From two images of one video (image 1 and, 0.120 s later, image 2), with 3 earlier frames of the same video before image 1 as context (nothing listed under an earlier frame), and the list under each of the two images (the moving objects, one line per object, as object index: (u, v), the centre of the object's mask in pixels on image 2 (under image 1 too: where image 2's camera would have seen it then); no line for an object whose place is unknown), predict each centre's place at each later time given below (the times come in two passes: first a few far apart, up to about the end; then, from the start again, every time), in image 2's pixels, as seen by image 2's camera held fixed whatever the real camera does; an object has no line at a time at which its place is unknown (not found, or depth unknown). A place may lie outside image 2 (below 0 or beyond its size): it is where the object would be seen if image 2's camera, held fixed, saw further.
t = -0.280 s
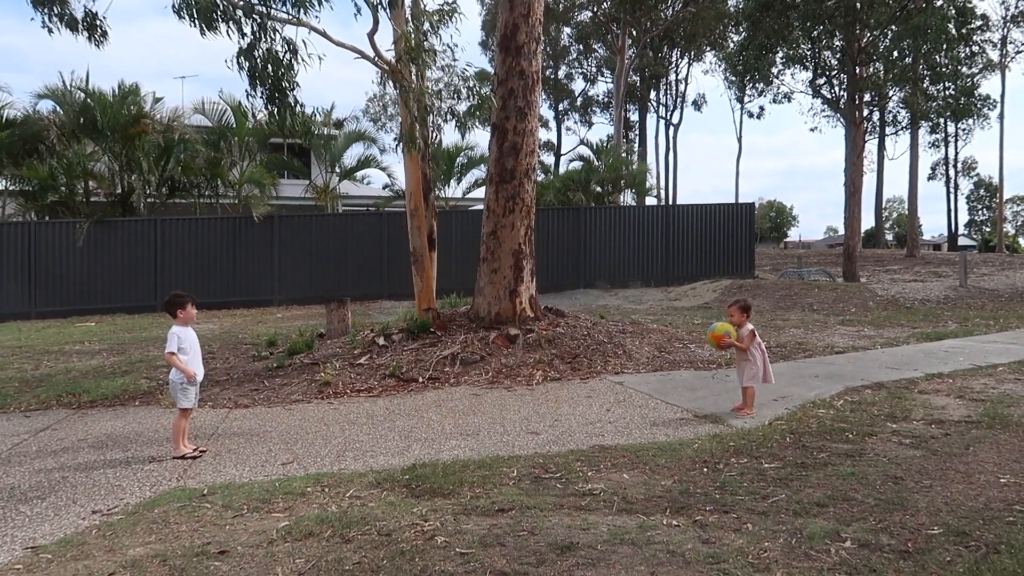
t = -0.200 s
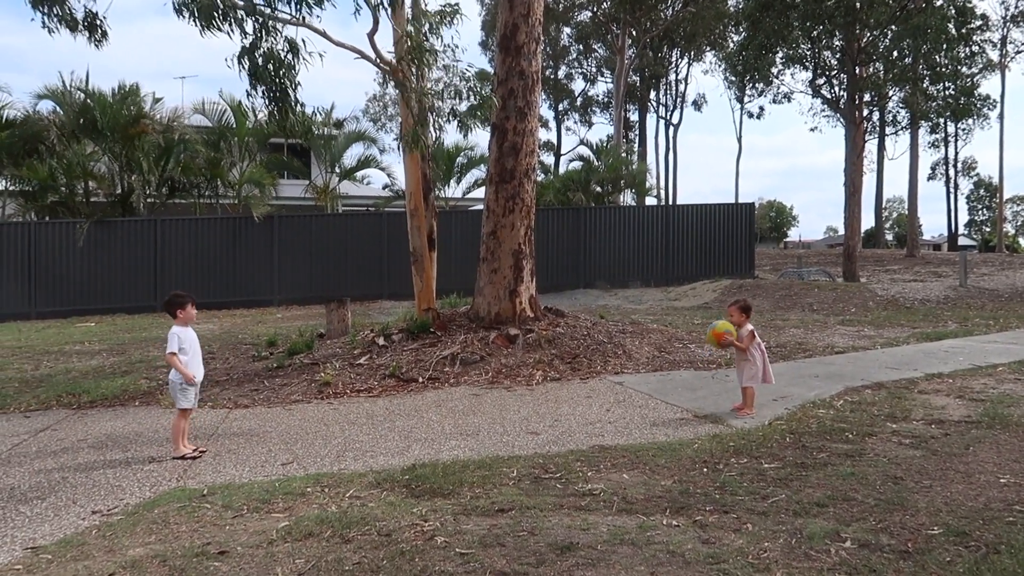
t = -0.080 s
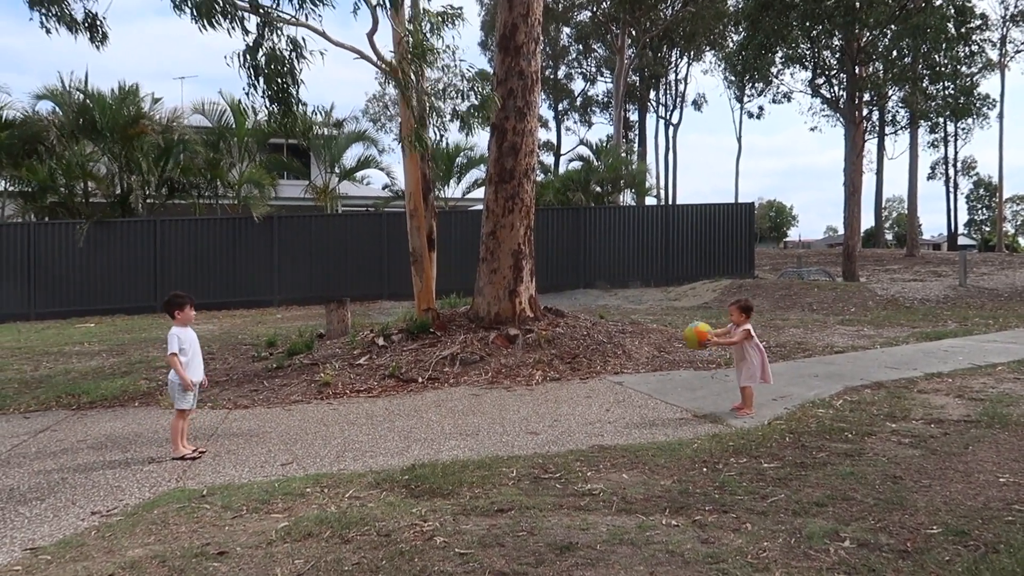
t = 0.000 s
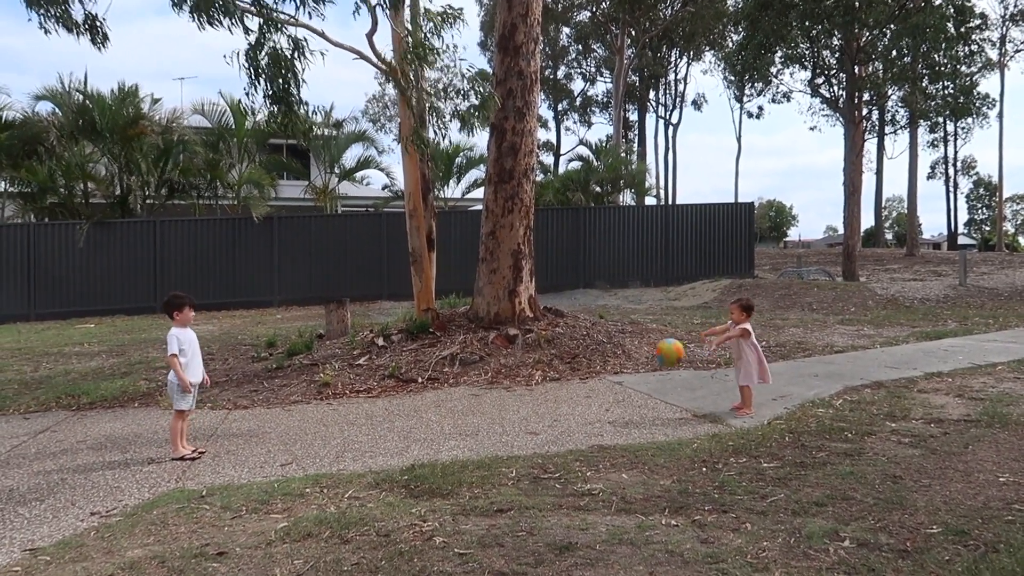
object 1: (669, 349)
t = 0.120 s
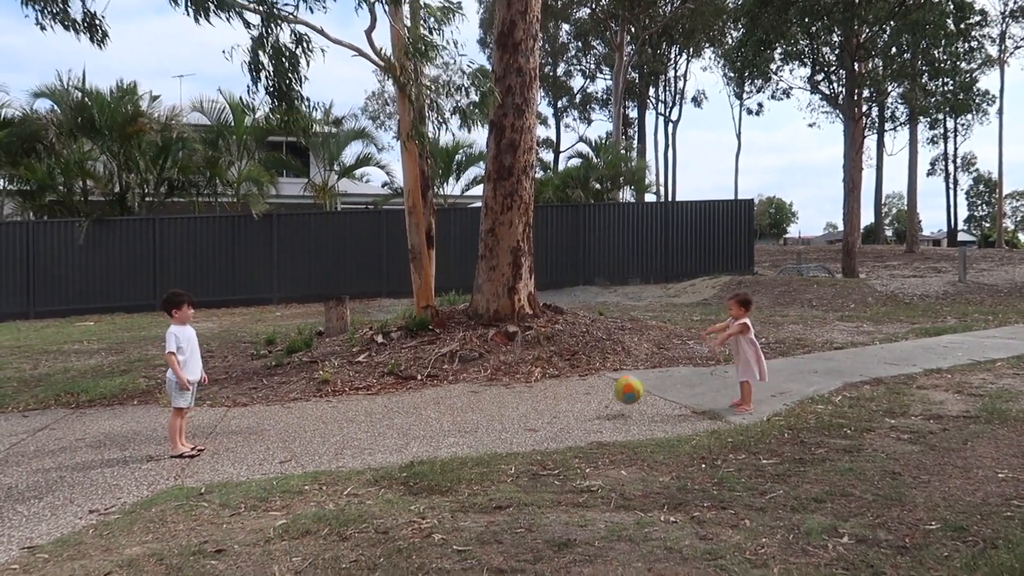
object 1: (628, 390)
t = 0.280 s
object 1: (593, 367)
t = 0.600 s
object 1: (535, 359)
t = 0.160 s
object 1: (618, 403)
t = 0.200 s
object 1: (609, 388)
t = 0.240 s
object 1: (601, 376)
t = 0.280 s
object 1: (593, 367)
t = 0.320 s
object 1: (586, 359)
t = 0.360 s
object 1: (579, 353)
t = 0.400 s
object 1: (571, 349)
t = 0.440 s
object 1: (563, 346)
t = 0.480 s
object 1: (556, 347)
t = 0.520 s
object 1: (549, 349)
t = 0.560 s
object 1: (542, 353)
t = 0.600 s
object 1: (535, 359)
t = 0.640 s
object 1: (527, 366)
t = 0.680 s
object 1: (521, 375)
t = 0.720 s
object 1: (514, 387)
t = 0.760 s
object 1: (508, 401)
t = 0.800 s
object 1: (502, 404)
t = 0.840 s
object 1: (494, 393)
